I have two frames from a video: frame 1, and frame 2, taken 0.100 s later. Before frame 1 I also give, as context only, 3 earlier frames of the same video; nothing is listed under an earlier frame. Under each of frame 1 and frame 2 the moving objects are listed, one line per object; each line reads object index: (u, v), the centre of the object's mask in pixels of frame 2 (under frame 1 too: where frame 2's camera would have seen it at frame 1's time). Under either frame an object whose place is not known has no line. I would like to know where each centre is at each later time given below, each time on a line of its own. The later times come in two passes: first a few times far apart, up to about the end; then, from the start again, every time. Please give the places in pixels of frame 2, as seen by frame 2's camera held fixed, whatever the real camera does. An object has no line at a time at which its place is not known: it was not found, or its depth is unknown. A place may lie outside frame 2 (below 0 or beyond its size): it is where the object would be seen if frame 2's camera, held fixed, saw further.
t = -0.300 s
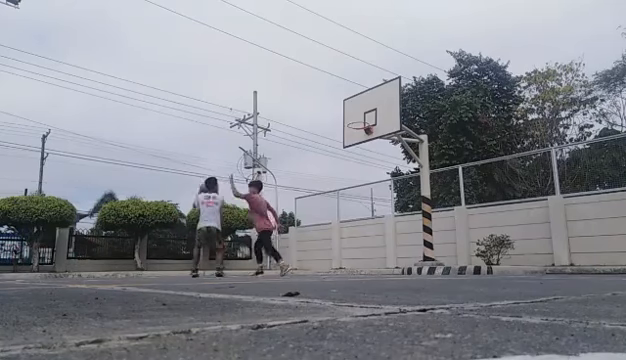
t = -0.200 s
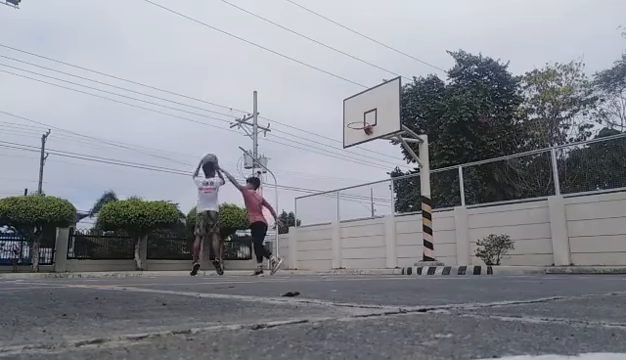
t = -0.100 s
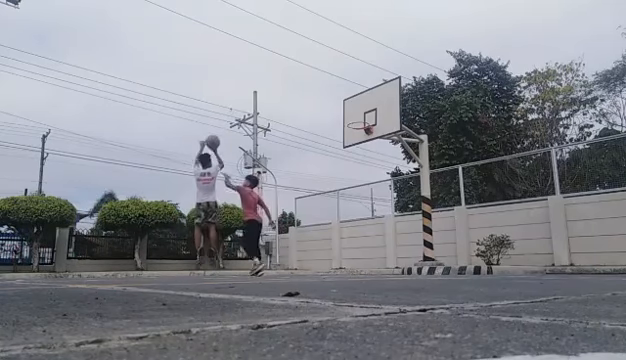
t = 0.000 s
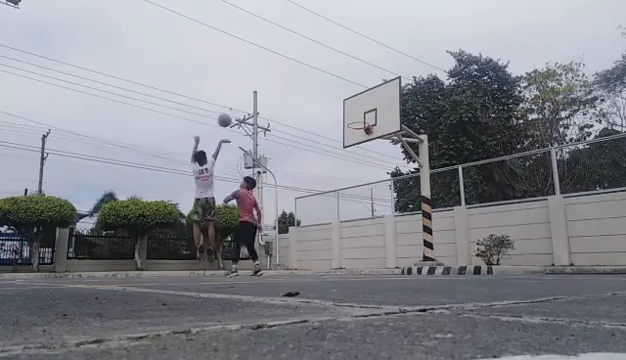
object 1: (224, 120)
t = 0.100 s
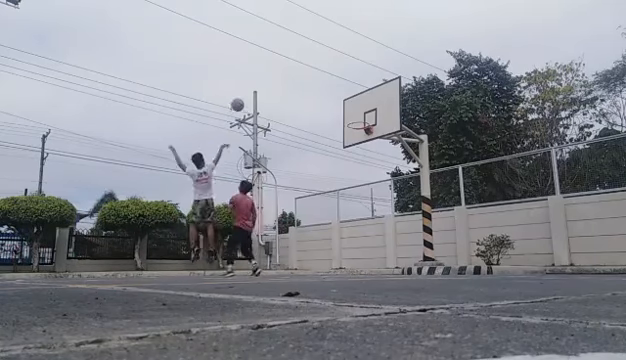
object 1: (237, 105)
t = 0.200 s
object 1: (249, 95)
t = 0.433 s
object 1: (273, 93)
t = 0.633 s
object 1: (290, 110)
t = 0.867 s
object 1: (308, 149)
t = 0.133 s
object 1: (241, 101)
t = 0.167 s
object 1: (245, 97)
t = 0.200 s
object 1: (249, 95)
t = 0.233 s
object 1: (253, 93)
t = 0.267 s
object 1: (256, 92)
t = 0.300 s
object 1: (260, 91)
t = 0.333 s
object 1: (263, 91)
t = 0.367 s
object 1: (266, 91)
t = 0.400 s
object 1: (270, 92)
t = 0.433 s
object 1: (273, 93)
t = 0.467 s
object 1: (276, 95)
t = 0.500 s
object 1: (279, 97)
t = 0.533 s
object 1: (282, 100)
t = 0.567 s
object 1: (284, 103)
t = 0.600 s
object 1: (287, 106)
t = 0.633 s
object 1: (290, 110)
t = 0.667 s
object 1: (293, 115)
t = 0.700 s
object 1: (296, 119)
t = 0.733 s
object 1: (298, 124)
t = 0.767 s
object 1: (301, 130)
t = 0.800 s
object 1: (303, 136)
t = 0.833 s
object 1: (306, 142)
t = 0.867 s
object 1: (308, 149)
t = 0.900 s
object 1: (311, 156)
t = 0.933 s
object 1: (313, 163)
